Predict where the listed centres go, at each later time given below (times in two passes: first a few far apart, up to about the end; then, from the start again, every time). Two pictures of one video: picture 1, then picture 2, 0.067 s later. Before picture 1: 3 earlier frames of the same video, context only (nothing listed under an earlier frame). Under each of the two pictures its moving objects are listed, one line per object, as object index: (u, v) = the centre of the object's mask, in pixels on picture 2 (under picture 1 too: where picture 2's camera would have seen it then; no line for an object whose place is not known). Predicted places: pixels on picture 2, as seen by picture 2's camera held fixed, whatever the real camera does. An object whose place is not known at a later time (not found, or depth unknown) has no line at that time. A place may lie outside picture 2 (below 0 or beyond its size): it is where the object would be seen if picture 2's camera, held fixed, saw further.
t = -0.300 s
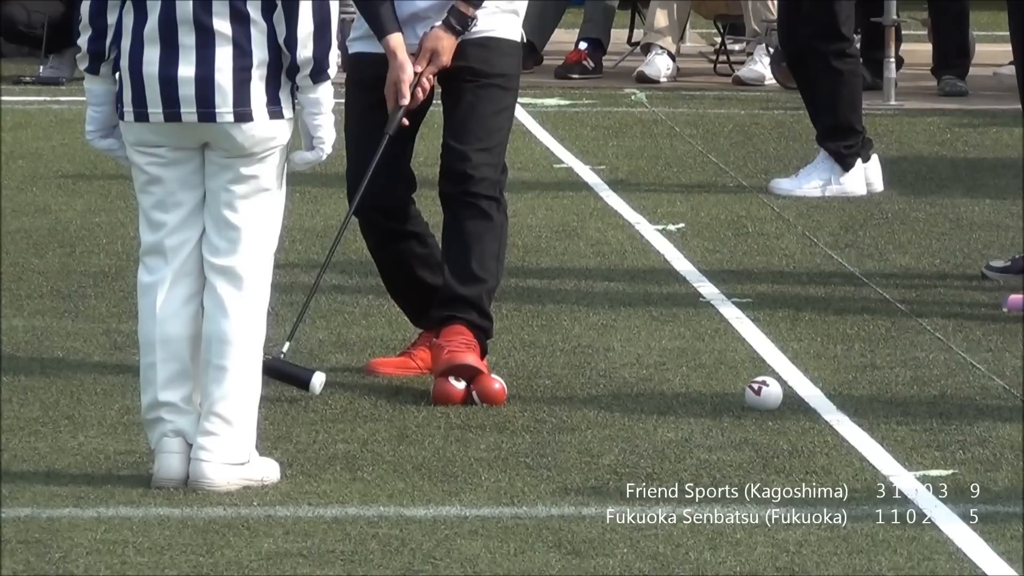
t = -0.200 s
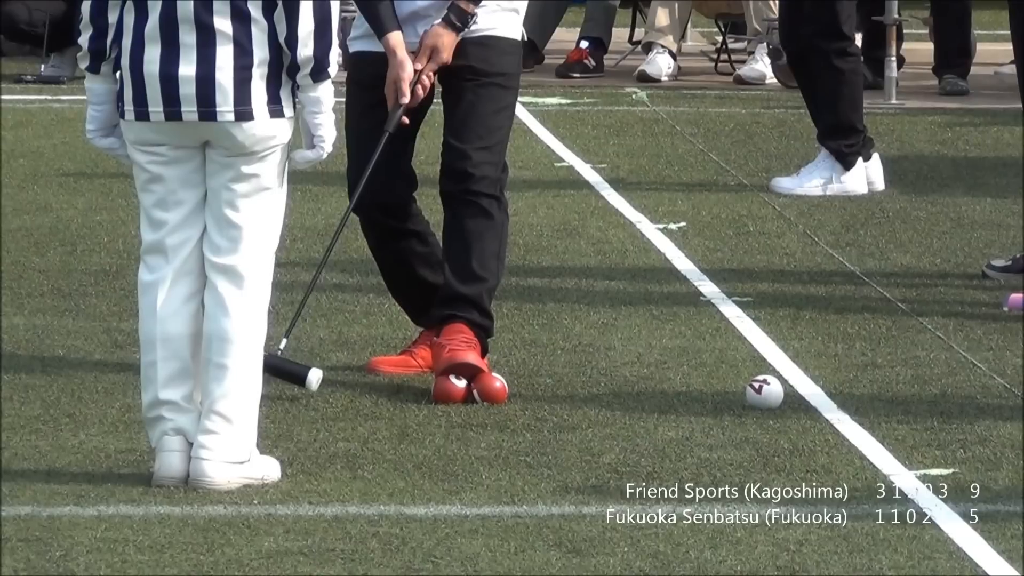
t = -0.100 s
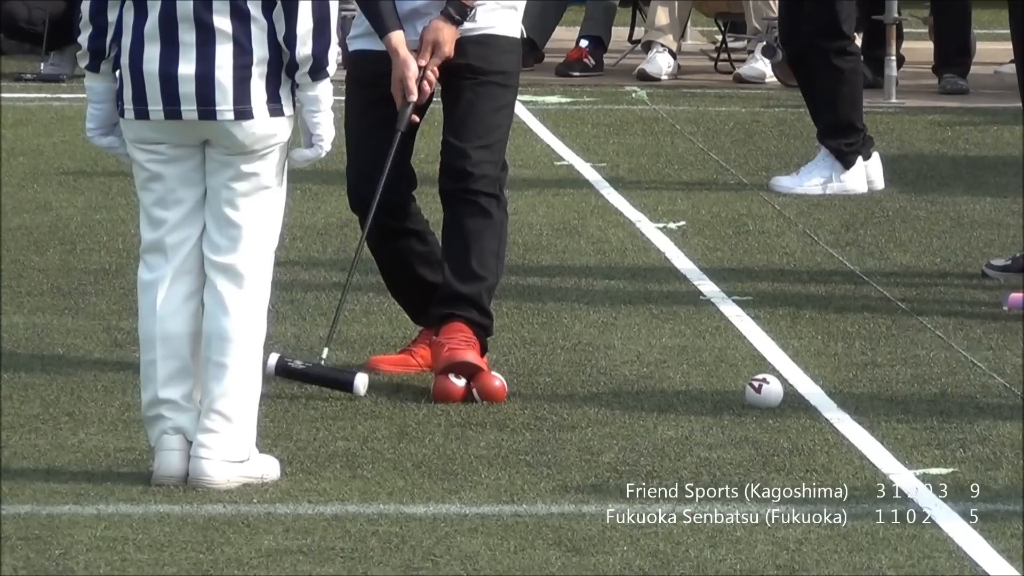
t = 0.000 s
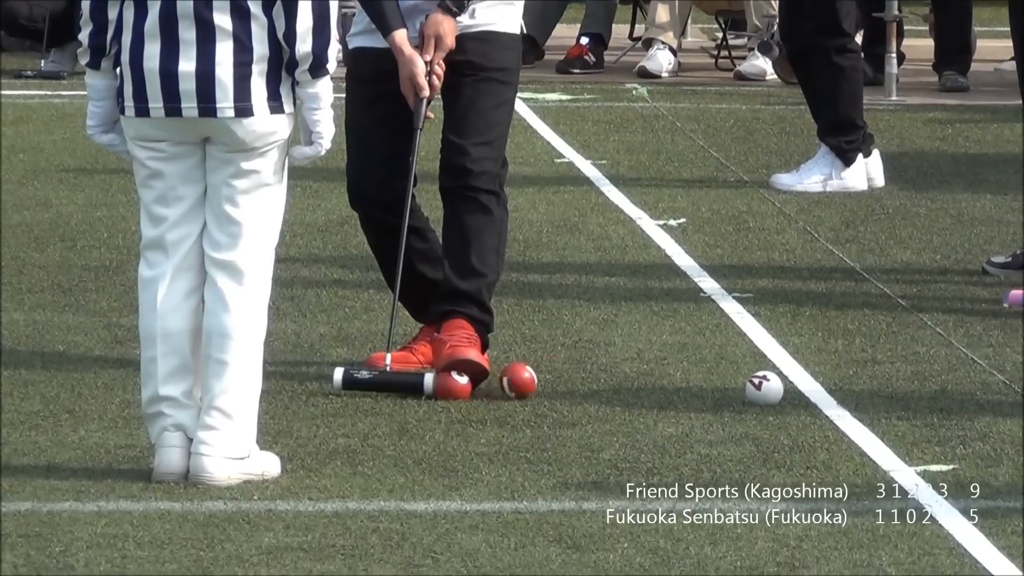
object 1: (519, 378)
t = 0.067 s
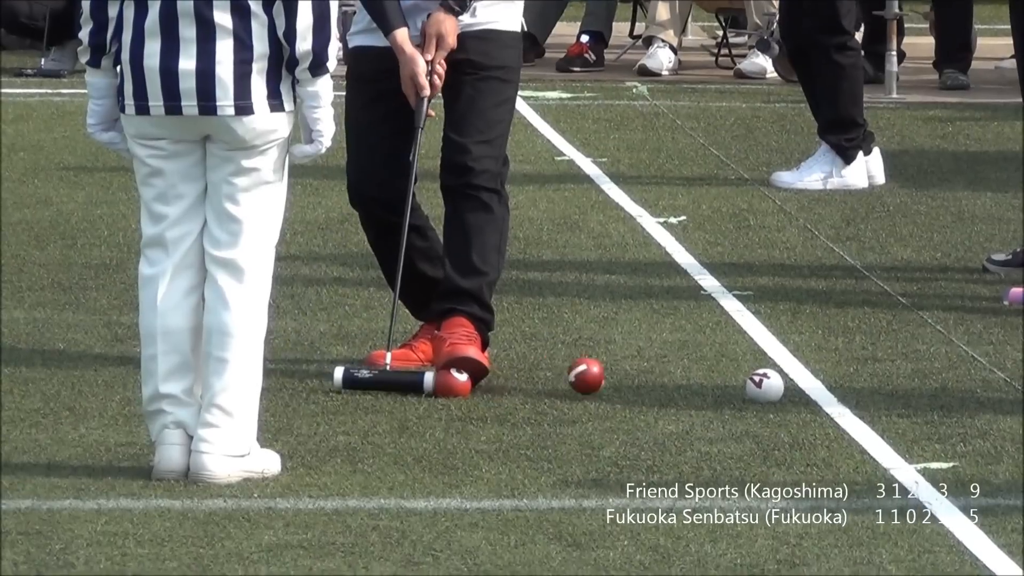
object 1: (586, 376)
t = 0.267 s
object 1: (728, 383)
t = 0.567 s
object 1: (761, 384)
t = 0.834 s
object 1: (772, 383)
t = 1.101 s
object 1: (769, 384)
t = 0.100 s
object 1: (620, 382)
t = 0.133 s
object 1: (648, 381)
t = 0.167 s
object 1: (672, 378)
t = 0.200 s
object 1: (696, 379)
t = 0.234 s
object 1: (720, 385)
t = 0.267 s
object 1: (728, 383)
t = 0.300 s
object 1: (731, 381)
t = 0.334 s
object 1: (731, 384)
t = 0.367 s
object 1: (736, 383)
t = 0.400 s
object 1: (741, 384)
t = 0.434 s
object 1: (745, 383)
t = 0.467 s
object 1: (750, 383)
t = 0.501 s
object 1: (754, 384)
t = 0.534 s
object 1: (758, 384)
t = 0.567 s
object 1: (761, 384)
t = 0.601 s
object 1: (765, 384)
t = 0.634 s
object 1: (767, 383)
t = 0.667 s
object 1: (769, 384)
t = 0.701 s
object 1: (771, 384)
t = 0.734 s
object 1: (772, 384)
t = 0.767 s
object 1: (773, 383)
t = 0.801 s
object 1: (772, 384)
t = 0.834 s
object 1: (772, 383)
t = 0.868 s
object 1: (772, 383)
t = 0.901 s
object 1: (771, 383)
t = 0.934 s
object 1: (770, 384)
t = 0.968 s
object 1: (770, 383)
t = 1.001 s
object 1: (770, 383)
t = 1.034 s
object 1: (769, 383)
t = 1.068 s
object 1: (769, 383)
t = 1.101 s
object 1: (769, 384)
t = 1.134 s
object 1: (770, 385)
